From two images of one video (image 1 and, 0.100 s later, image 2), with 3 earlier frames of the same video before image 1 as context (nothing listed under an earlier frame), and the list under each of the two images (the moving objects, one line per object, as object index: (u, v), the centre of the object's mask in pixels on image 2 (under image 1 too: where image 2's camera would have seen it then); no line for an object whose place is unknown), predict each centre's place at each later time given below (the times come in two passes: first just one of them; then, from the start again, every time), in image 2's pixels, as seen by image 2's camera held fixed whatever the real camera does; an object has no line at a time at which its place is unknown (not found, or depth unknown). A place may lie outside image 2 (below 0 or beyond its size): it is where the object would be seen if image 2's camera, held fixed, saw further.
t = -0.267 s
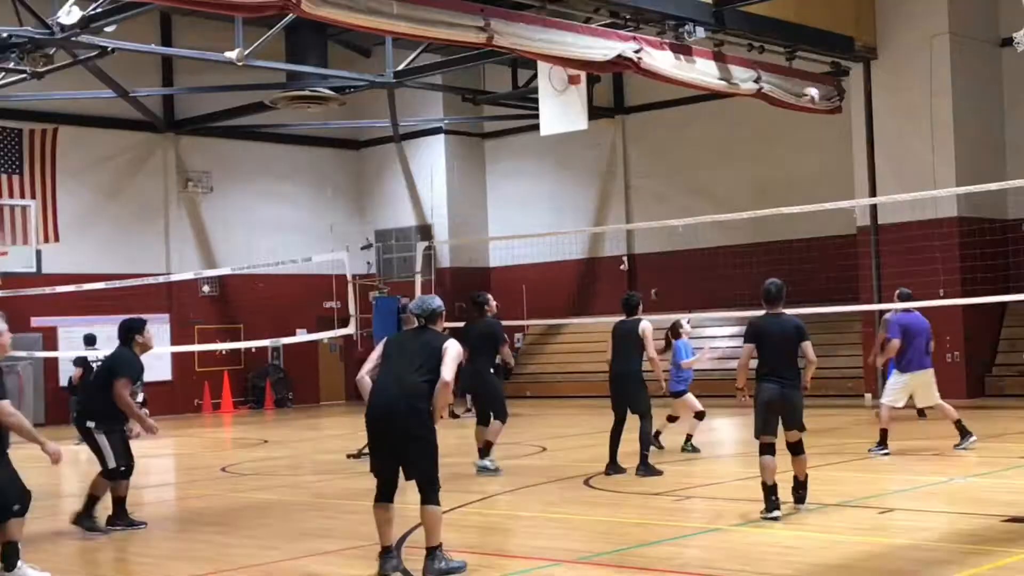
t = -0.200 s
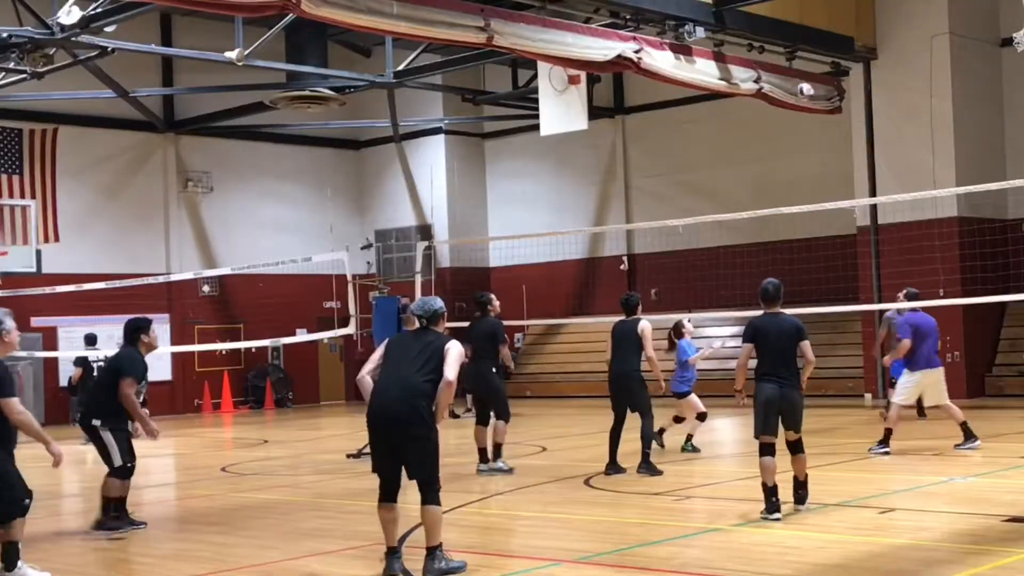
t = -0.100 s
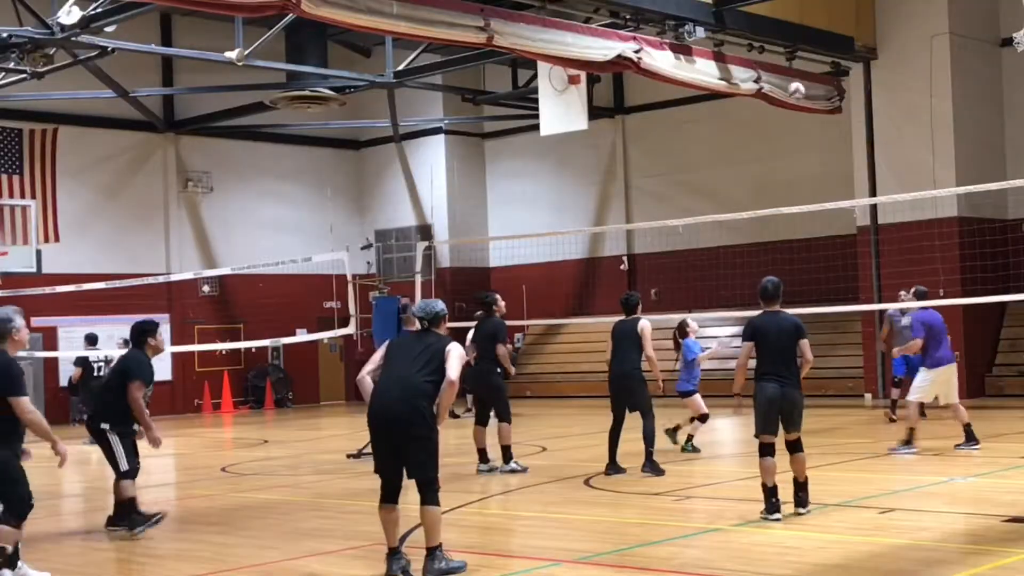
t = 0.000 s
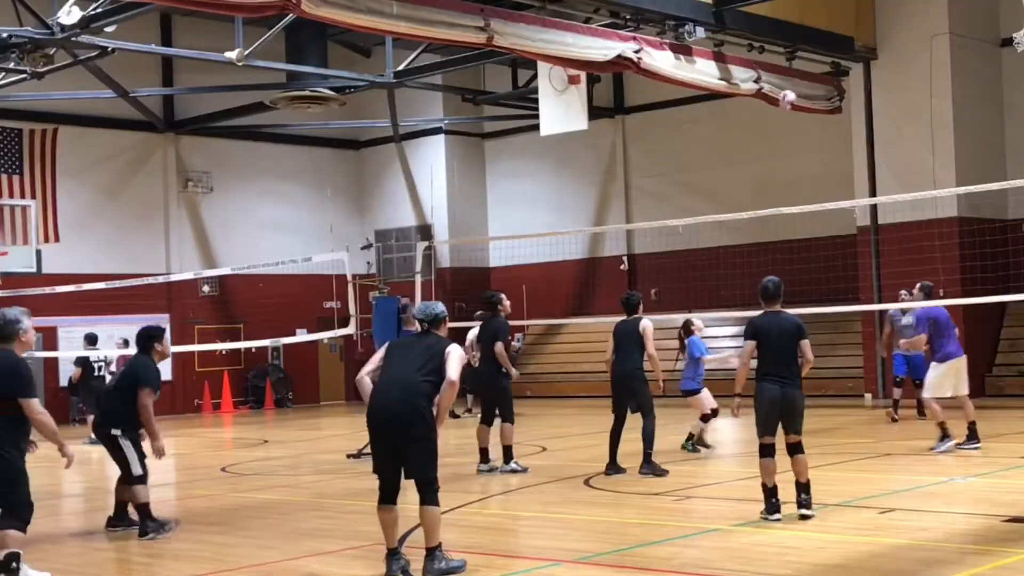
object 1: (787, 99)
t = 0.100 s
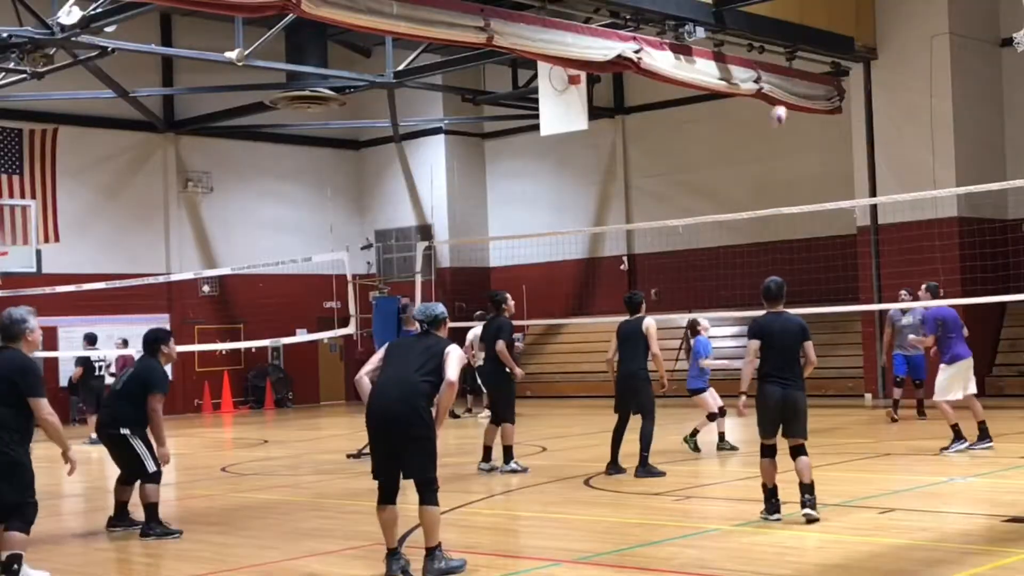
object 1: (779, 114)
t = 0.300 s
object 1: (764, 173)
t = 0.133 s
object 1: (777, 122)
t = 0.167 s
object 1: (774, 129)
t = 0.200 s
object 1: (772, 139)
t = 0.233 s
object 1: (769, 149)
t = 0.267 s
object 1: (767, 159)
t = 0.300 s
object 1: (764, 173)
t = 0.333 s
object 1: (761, 189)
